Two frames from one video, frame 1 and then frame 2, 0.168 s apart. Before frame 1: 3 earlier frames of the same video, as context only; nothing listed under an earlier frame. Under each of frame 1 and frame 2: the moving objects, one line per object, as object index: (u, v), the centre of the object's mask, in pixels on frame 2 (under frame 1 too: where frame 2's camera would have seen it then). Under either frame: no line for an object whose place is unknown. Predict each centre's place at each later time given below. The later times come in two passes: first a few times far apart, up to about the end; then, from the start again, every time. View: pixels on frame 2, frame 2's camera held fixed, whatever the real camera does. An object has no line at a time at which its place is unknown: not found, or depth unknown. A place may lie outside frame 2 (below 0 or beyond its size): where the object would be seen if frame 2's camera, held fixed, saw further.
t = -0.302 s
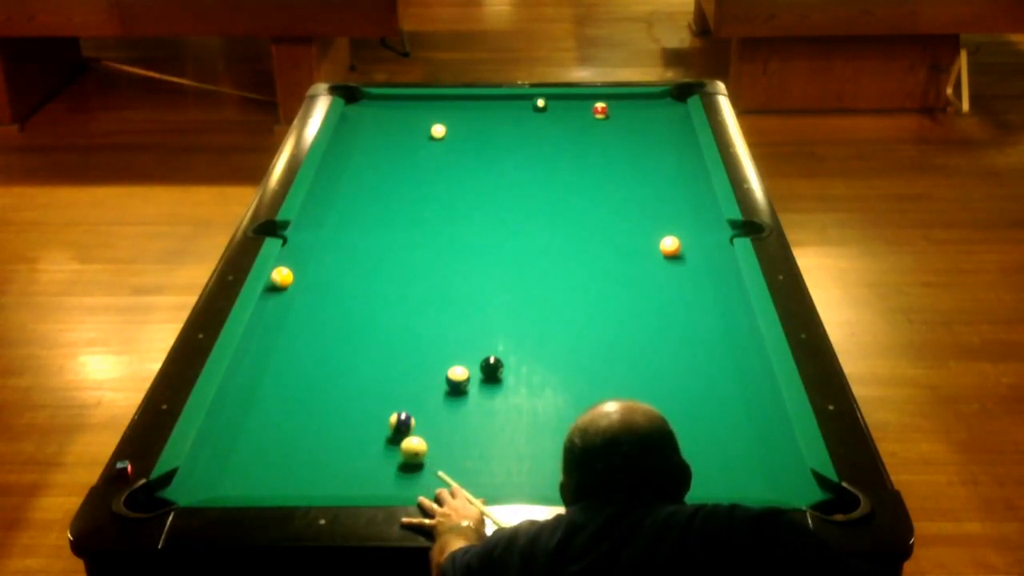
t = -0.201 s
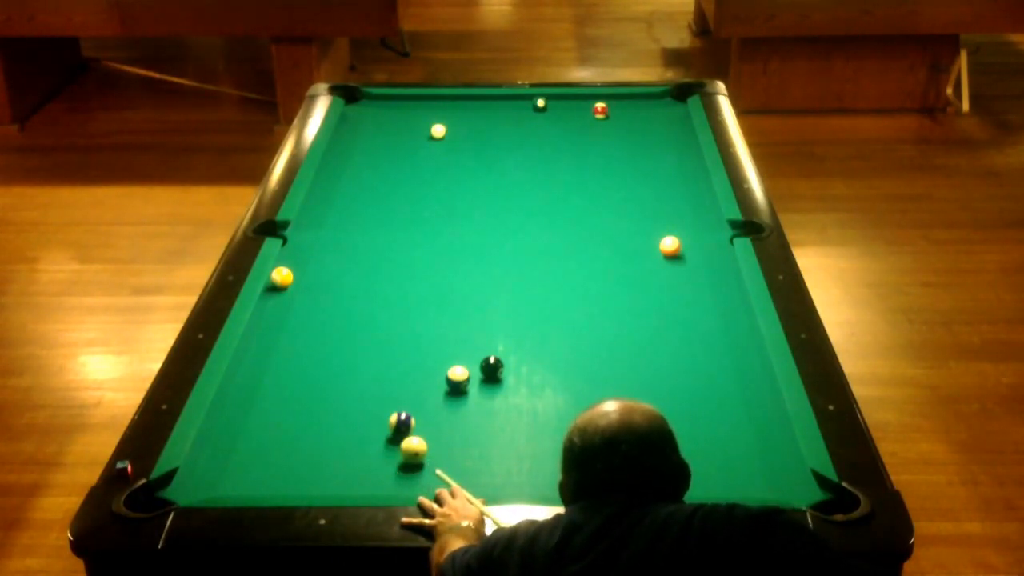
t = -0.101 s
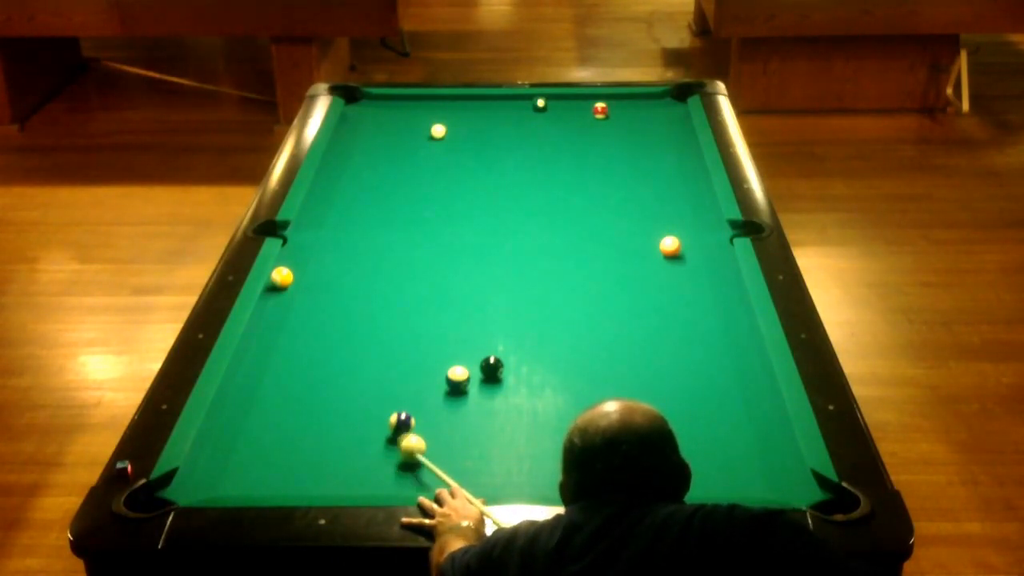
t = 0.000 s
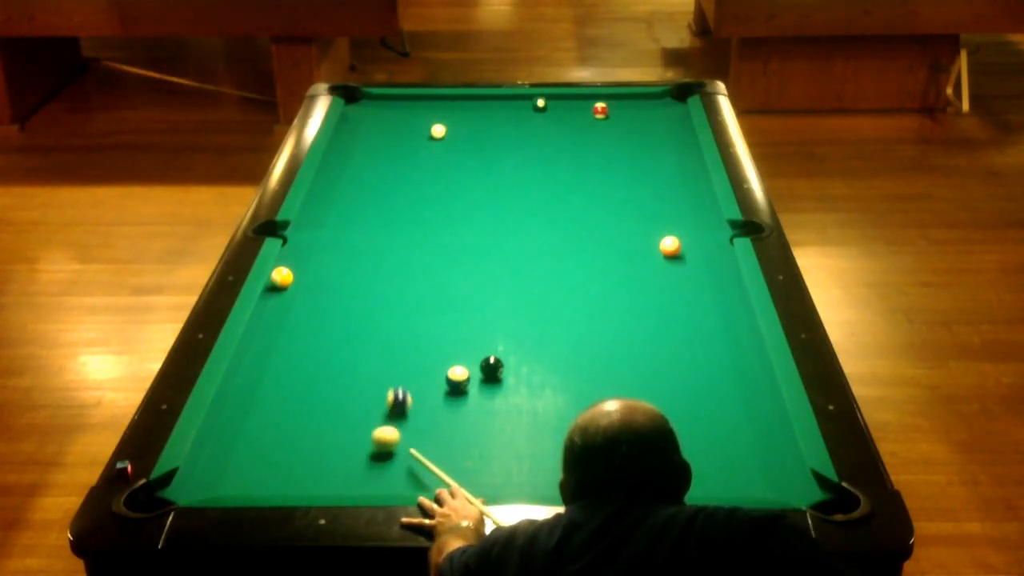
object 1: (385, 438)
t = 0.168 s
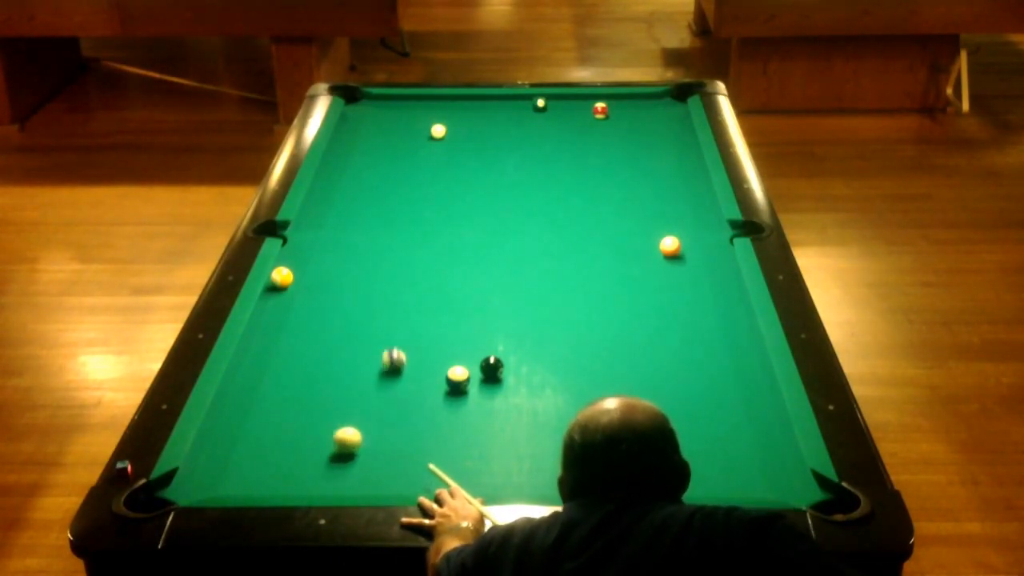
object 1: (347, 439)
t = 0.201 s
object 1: (340, 440)
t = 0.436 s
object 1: (288, 441)
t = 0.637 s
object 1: (245, 444)
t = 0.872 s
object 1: (207, 447)
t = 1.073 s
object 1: (226, 454)
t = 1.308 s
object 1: (246, 460)
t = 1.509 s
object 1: (263, 466)
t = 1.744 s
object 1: (282, 472)
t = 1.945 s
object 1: (296, 476)
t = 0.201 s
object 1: (340, 440)
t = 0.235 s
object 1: (332, 440)
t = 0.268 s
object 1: (325, 440)
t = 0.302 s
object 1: (317, 441)
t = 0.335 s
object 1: (310, 441)
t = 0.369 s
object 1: (302, 441)
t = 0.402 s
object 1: (295, 441)
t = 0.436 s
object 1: (288, 441)
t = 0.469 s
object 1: (280, 442)
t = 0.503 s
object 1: (273, 442)
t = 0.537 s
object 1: (266, 443)
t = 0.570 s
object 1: (259, 443)
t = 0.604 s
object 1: (252, 444)
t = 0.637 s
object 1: (245, 444)
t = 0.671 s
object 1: (238, 444)
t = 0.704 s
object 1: (231, 445)
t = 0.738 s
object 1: (224, 445)
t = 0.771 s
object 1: (217, 445)
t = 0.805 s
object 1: (210, 445)
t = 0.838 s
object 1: (204, 446)
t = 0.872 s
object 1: (207, 447)
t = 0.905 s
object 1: (210, 449)
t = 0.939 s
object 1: (213, 450)
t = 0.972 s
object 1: (216, 450)
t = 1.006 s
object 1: (220, 452)
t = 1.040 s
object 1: (223, 453)
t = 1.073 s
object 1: (226, 454)
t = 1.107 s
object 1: (229, 455)
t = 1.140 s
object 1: (232, 455)
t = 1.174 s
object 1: (235, 456)
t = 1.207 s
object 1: (238, 457)
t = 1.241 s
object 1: (241, 458)
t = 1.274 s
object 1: (244, 459)
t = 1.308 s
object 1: (246, 460)
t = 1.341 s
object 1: (249, 461)
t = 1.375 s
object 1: (252, 462)
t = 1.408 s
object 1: (255, 463)
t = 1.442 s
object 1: (258, 464)
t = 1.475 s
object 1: (261, 465)
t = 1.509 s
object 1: (263, 466)
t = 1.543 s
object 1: (266, 467)
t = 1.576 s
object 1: (269, 468)
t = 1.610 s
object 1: (271, 469)
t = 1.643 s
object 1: (274, 469)
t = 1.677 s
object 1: (277, 470)
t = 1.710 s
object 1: (279, 471)
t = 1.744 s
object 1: (282, 472)
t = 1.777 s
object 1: (284, 473)
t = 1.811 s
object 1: (287, 474)
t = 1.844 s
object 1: (289, 475)
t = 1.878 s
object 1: (291, 475)
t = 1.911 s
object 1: (294, 476)
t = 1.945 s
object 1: (296, 476)
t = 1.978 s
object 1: (298, 476)
